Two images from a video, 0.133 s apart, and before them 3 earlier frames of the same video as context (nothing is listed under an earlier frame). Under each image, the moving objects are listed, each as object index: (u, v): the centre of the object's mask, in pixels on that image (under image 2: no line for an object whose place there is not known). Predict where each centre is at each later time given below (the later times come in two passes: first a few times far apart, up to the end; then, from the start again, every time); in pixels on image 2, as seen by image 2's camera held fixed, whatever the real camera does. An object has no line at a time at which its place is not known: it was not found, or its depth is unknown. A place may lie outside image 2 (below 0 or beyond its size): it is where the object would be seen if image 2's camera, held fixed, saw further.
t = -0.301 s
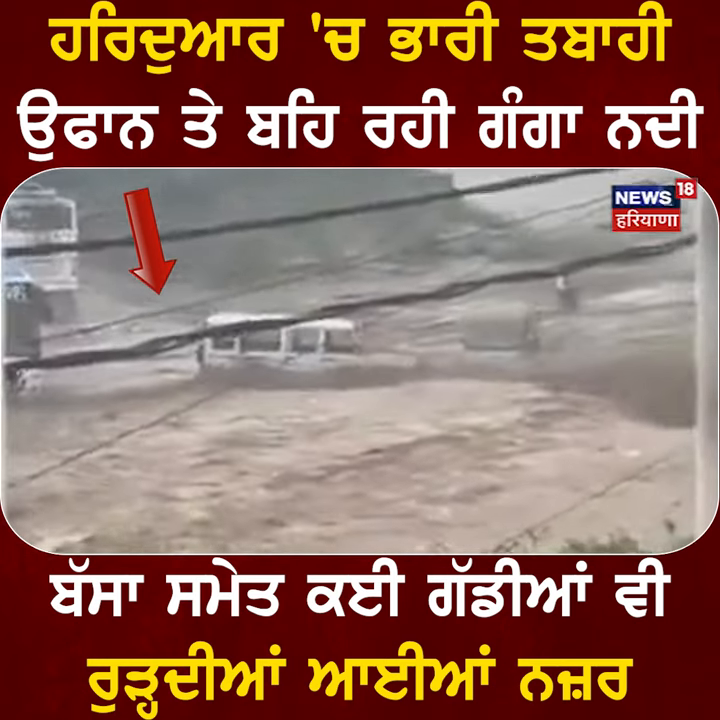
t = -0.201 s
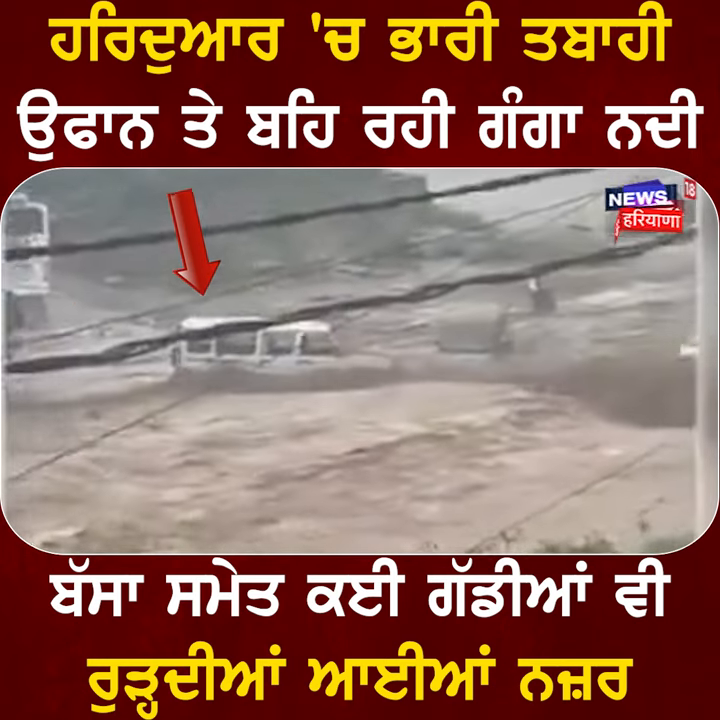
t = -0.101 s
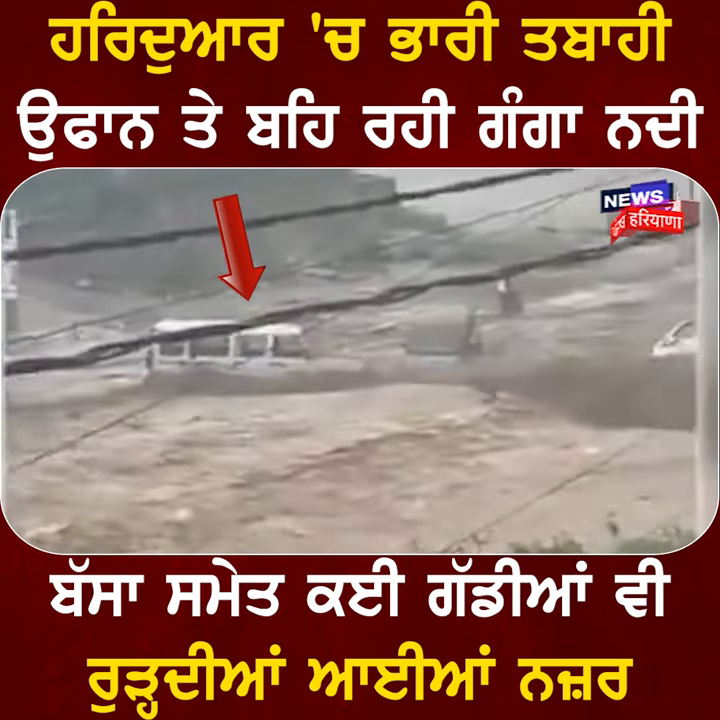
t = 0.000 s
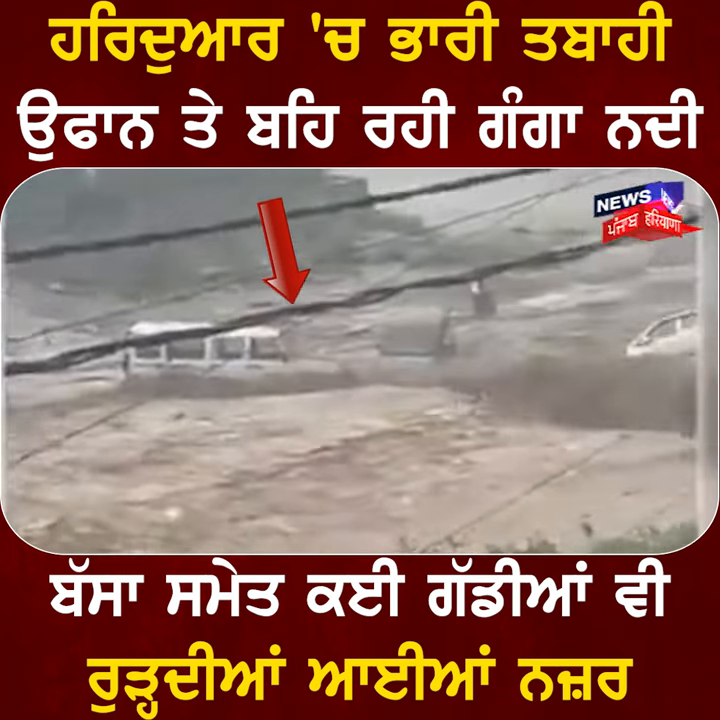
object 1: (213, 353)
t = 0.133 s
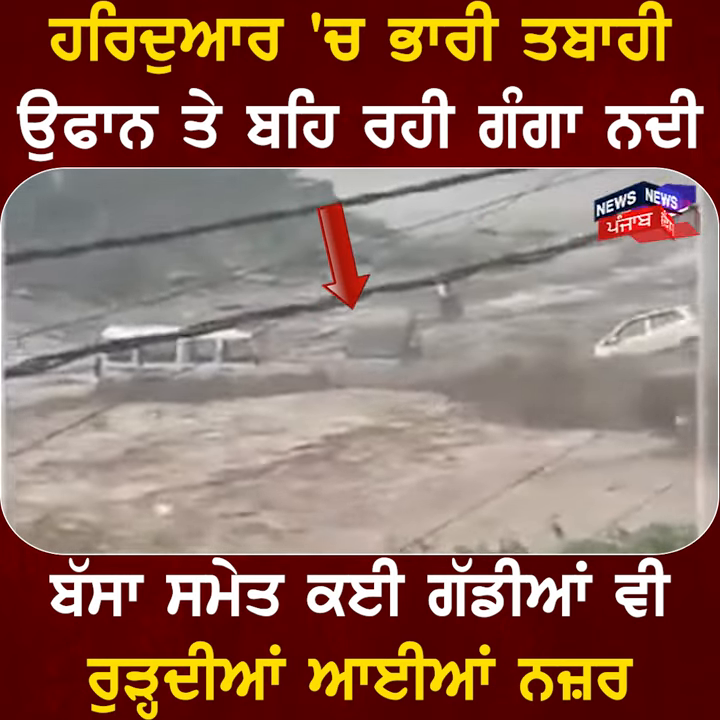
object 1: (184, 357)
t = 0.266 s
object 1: (158, 360)
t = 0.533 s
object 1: (109, 365)
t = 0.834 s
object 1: (77, 363)
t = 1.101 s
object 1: (63, 359)
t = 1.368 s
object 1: (73, 357)
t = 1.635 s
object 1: (84, 352)
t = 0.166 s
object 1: (177, 358)
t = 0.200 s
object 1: (169, 359)
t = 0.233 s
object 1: (163, 359)
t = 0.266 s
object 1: (158, 360)
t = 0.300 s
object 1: (152, 360)
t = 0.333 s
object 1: (145, 362)
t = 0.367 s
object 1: (139, 362)
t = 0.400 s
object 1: (134, 363)
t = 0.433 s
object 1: (128, 363)
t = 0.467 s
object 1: (122, 364)
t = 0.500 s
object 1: (117, 364)
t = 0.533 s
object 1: (109, 365)
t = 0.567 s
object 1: (105, 364)
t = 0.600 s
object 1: (98, 364)
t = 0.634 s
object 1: (93, 365)
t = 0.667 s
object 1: (90, 365)
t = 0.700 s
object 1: (85, 366)
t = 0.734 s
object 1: (84, 364)
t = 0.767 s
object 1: (85, 363)
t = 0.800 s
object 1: (76, 365)
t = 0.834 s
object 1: (77, 363)
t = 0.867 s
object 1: (67, 361)
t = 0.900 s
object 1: (75, 362)
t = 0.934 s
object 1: (71, 363)
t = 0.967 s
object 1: (71, 363)
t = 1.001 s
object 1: (68, 363)
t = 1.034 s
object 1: (63, 360)
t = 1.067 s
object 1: (64, 358)
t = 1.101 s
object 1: (63, 359)
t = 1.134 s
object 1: (62, 359)
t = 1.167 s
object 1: (63, 358)
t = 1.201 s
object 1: (69, 361)
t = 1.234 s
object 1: (71, 359)
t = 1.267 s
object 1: (65, 357)
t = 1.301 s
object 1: (66, 356)
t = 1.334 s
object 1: (66, 355)
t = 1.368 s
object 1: (73, 357)
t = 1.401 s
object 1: (73, 357)
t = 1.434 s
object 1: (74, 356)
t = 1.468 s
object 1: (74, 356)
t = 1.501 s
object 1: (75, 355)
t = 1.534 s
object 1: (78, 355)
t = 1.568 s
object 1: (73, 352)
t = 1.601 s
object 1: (81, 354)
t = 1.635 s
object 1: (84, 352)
